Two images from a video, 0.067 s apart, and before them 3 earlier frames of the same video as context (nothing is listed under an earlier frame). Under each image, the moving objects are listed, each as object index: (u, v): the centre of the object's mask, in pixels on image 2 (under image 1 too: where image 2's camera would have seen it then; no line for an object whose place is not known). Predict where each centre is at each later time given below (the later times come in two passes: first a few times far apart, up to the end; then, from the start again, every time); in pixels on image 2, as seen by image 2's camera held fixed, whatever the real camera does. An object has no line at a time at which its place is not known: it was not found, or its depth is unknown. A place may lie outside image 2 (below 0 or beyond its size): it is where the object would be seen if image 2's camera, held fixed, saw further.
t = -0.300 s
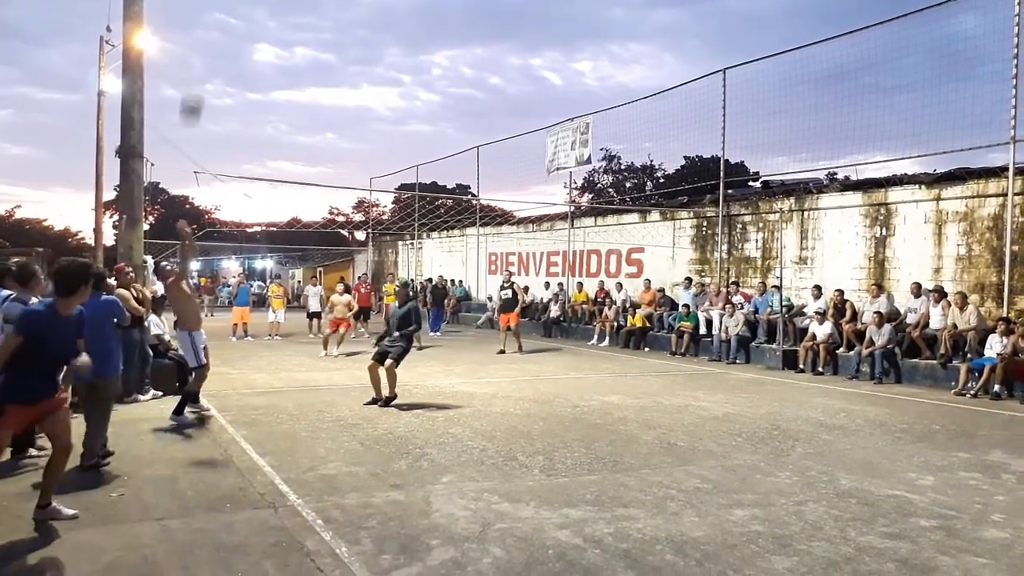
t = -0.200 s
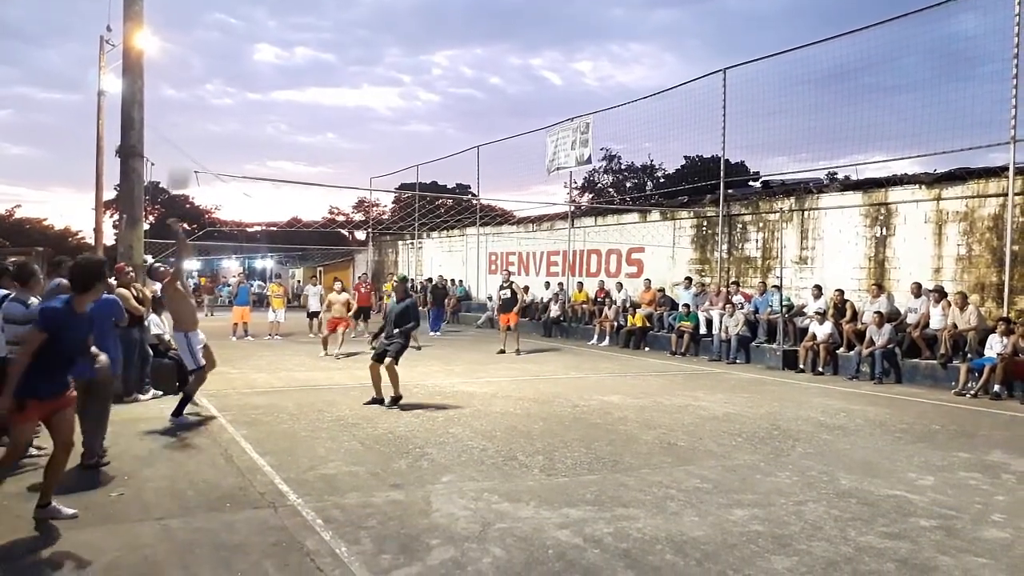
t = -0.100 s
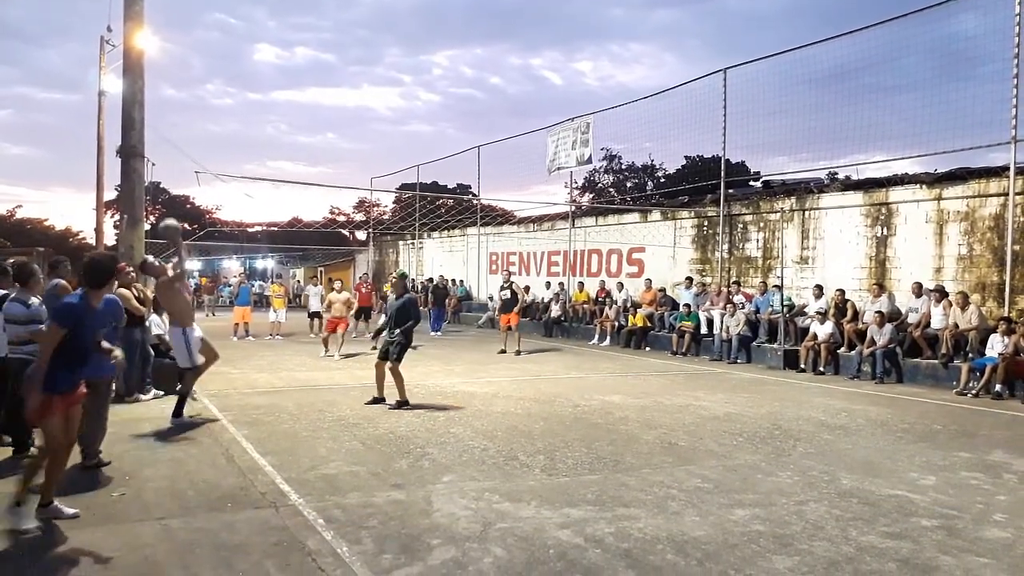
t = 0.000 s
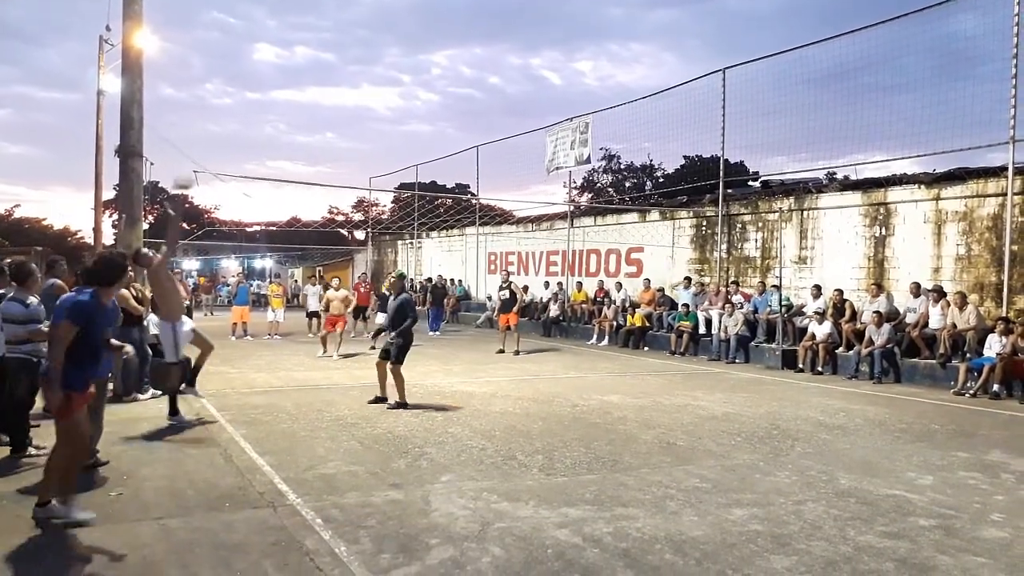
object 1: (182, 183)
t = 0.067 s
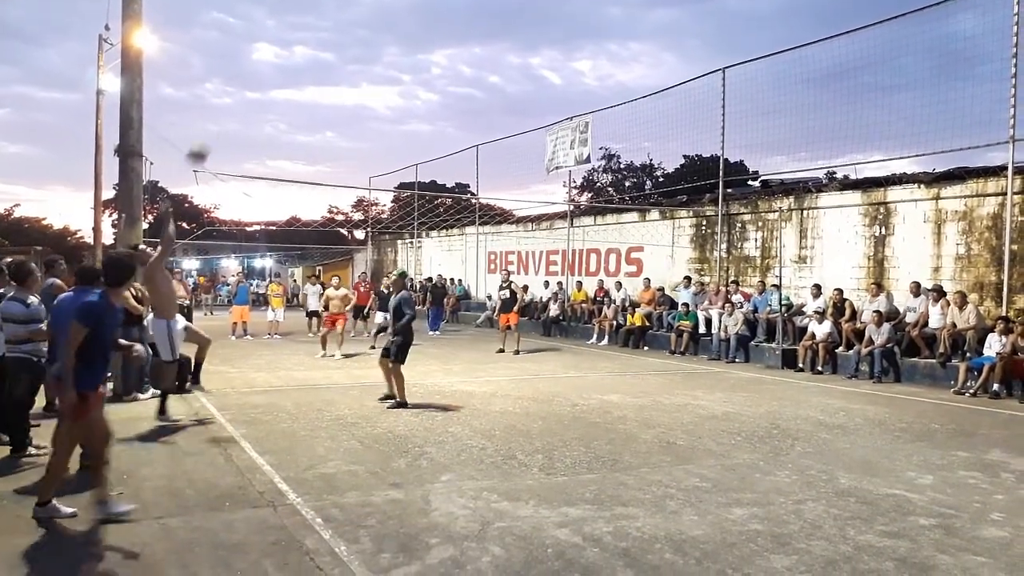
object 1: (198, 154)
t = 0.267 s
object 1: (239, 86)
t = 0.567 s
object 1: (295, 64)
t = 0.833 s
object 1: (338, 107)
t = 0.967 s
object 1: (357, 147)
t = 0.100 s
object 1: (205, 140)
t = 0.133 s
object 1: (212, 128)
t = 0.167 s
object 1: (220, 115)
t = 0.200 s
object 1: (226, 106)
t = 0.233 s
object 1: (233, 95)
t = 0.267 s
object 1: (239, 86)
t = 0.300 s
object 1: (246, 79)
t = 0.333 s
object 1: (252, 74)
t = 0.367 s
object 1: (258, 69)
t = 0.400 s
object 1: (265, 67)
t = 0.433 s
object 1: (272, 64)
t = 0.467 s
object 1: (278, 63)
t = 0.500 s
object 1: (283, 62)
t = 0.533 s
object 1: (289, 63)
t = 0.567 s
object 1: (295, 64)
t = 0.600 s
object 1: (301, 66)
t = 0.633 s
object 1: (307, 69)
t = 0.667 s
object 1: (312, 72)
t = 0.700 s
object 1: (318, 78)
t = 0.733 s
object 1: (323, 84)
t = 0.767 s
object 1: (328, 90)
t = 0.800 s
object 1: (333, 99)
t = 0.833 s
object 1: (338, 107)
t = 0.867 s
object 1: (344, 116)
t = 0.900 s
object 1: (348, 124)
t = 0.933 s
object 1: (353, 135)
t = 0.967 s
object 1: (357, 147)
